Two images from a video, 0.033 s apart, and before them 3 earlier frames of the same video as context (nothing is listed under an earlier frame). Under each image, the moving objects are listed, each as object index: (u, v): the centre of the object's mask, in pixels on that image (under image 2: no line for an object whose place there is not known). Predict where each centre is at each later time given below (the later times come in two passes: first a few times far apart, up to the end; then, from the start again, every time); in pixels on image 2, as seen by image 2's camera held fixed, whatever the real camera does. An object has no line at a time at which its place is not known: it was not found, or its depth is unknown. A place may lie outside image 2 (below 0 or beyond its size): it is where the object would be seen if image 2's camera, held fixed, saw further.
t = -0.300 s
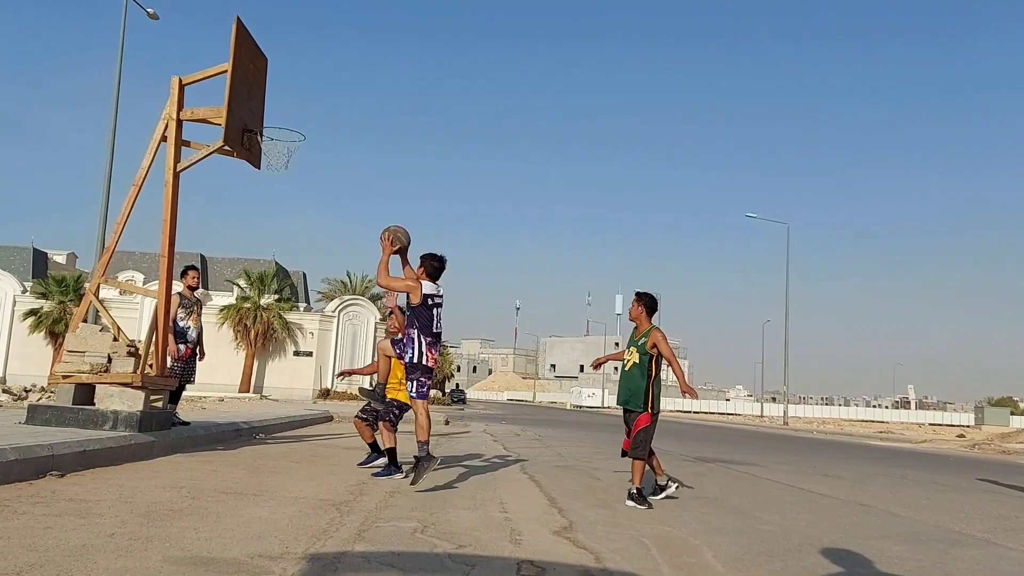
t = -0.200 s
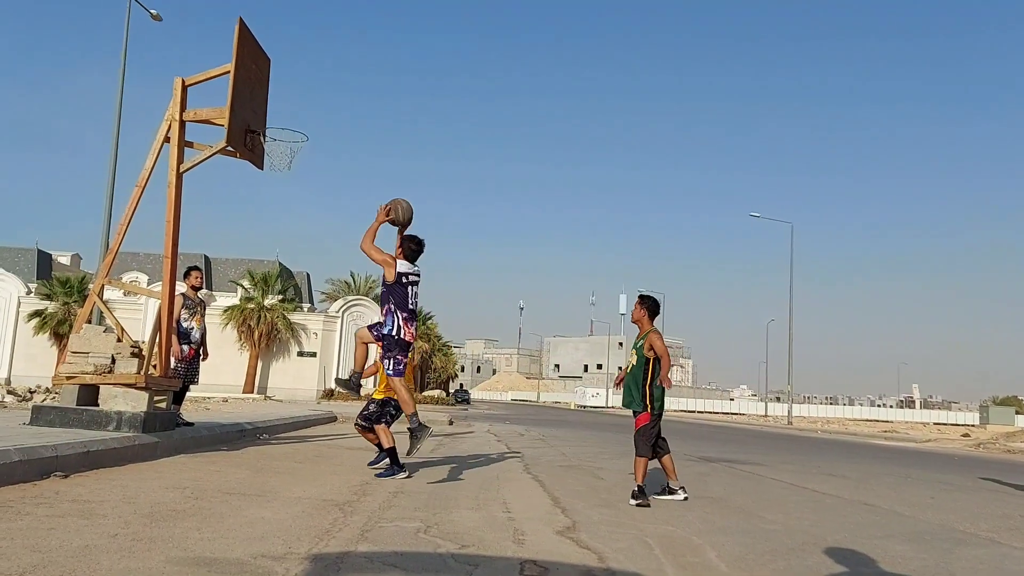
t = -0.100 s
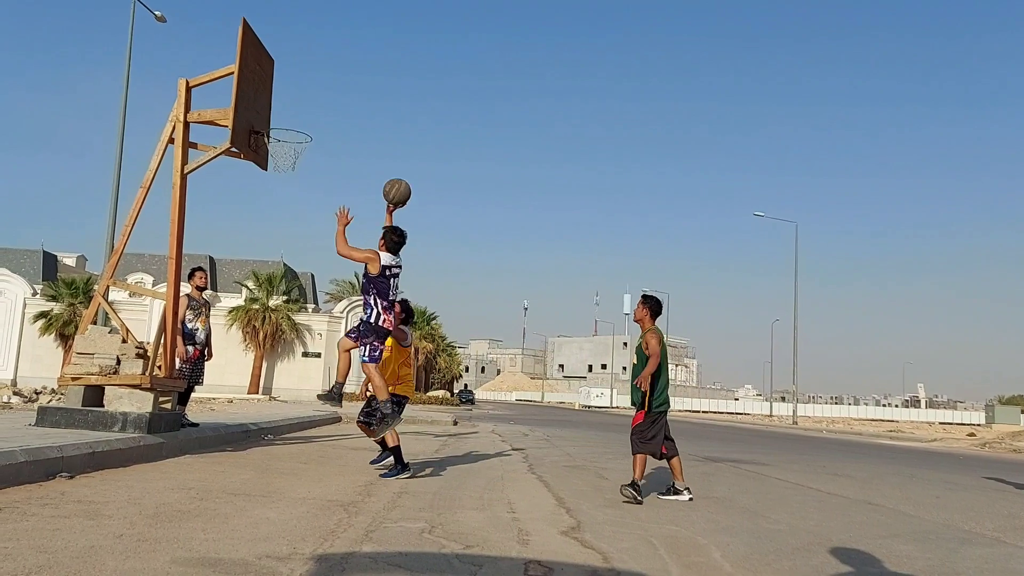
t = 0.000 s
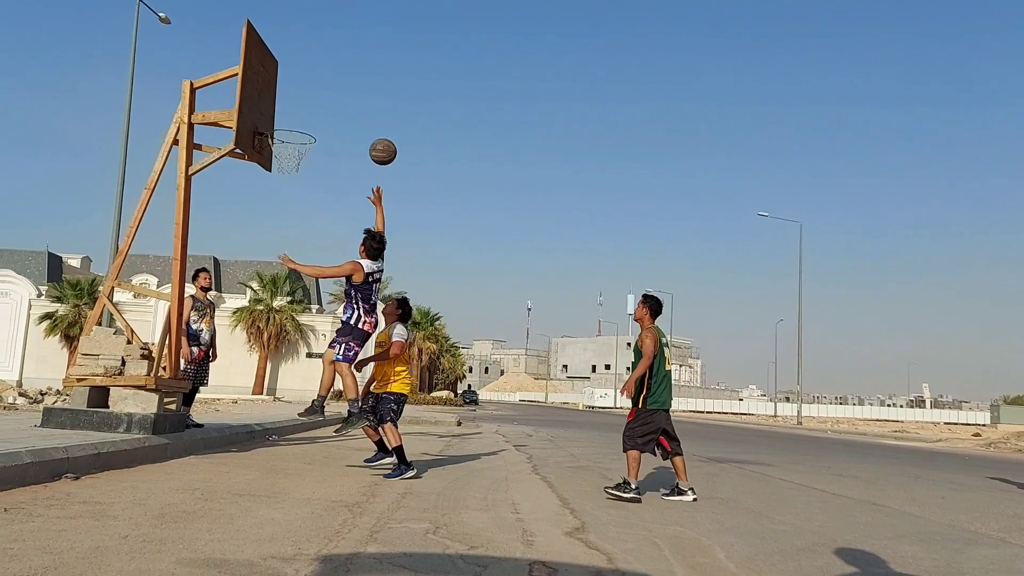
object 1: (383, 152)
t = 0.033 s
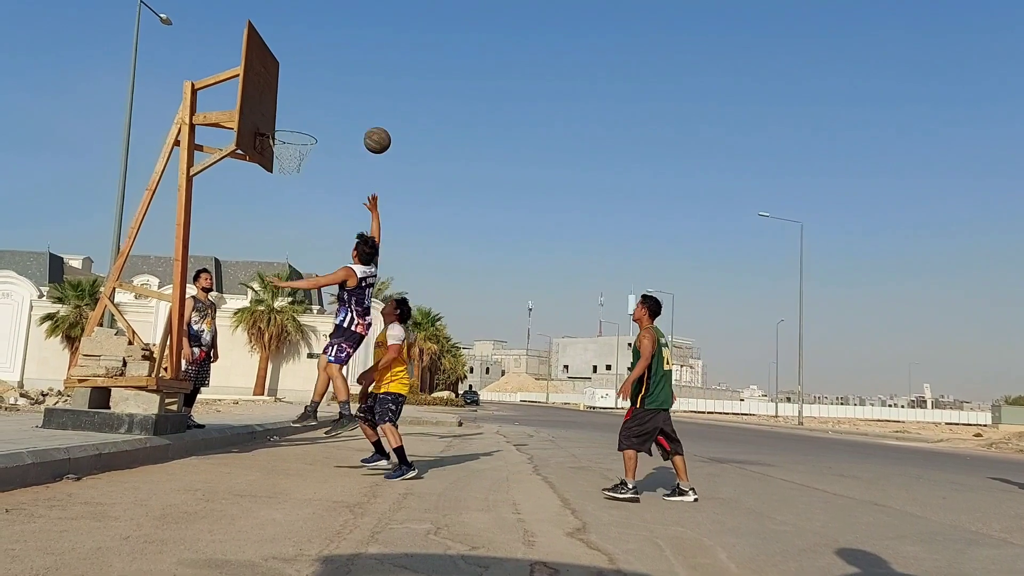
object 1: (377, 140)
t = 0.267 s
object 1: (331, 92)
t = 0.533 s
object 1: (279, 106)
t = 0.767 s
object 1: (302, 117)
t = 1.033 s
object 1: (353, 158)
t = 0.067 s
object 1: (371, 130)
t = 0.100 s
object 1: (364, 120)
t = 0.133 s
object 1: (357, 112)
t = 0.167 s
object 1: (351, 106)
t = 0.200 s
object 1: (344, 100)
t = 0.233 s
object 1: (338, 96)
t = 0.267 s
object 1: (331, 92)
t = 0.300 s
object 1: (325, 90)
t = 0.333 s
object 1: (318, 90)
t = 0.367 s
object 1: (312, 90)
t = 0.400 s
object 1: (305, 91)
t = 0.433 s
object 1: (298, 93)
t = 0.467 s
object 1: (292, 96)
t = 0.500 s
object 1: (285, 101)
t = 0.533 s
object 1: (279, 106)
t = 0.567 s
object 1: (272, 112)
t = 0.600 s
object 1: (269, 119)
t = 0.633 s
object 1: (274, 121)
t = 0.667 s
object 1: (281, 119)
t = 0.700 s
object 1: (289, 117)
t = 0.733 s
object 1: (296, 117)
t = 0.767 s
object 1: (302, 117)
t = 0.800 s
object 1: (309, 119)
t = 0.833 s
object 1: (316, 121)
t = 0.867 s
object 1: (322, 125)
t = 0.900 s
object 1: (328, 129)
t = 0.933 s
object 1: (334, 135)
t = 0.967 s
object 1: (341, 142)
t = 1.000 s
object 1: (347, 149)
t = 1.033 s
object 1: (353, 158)
